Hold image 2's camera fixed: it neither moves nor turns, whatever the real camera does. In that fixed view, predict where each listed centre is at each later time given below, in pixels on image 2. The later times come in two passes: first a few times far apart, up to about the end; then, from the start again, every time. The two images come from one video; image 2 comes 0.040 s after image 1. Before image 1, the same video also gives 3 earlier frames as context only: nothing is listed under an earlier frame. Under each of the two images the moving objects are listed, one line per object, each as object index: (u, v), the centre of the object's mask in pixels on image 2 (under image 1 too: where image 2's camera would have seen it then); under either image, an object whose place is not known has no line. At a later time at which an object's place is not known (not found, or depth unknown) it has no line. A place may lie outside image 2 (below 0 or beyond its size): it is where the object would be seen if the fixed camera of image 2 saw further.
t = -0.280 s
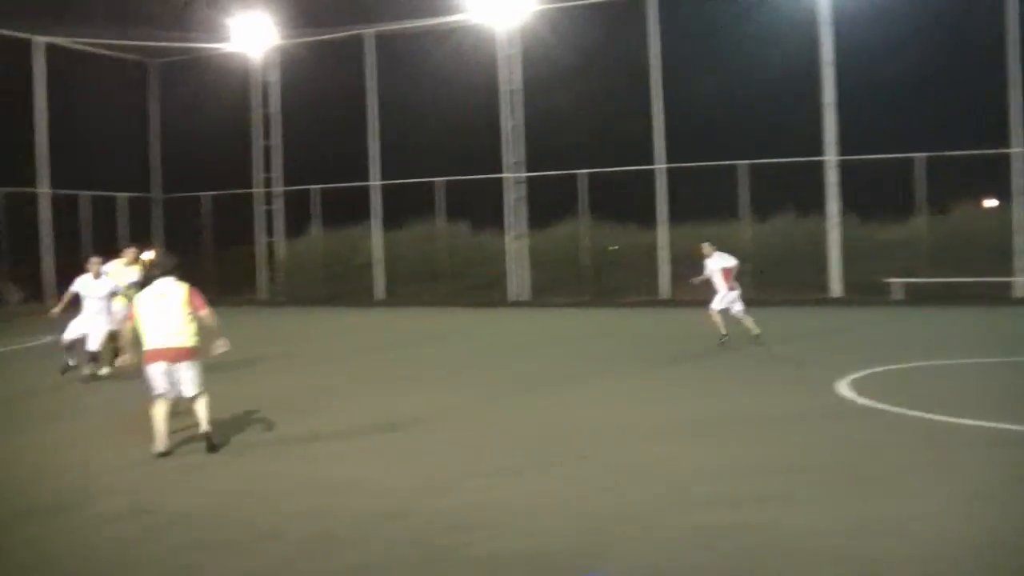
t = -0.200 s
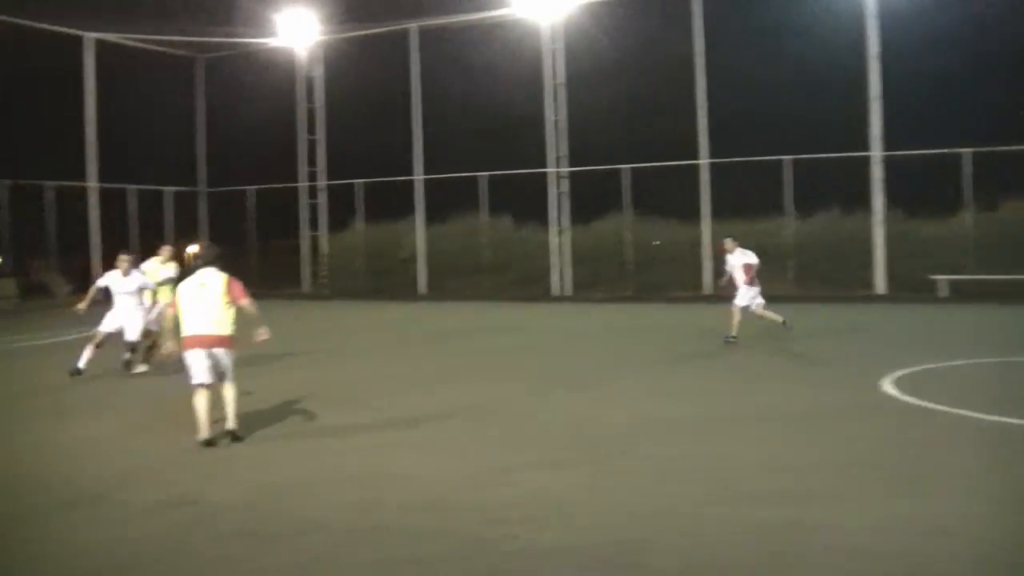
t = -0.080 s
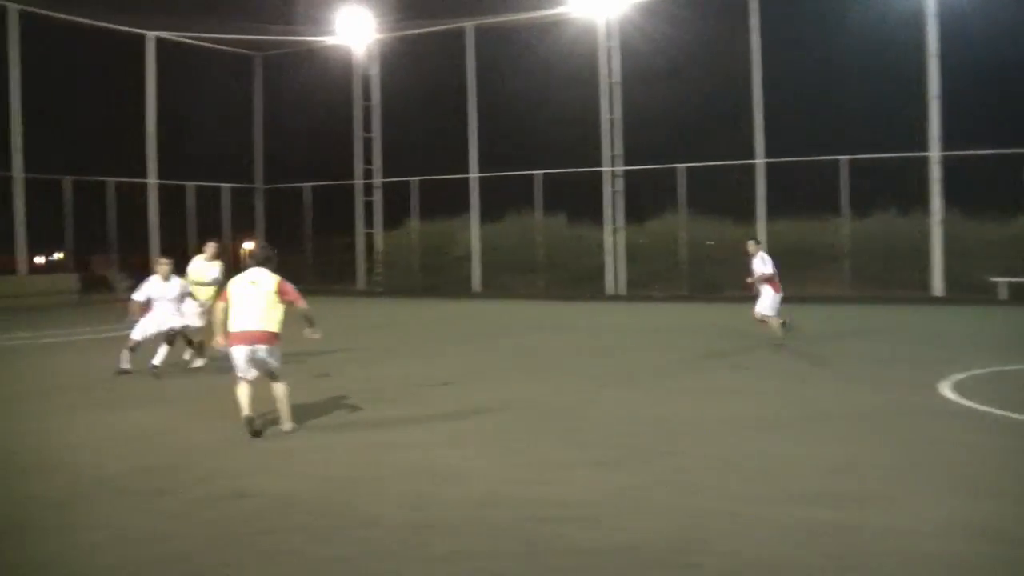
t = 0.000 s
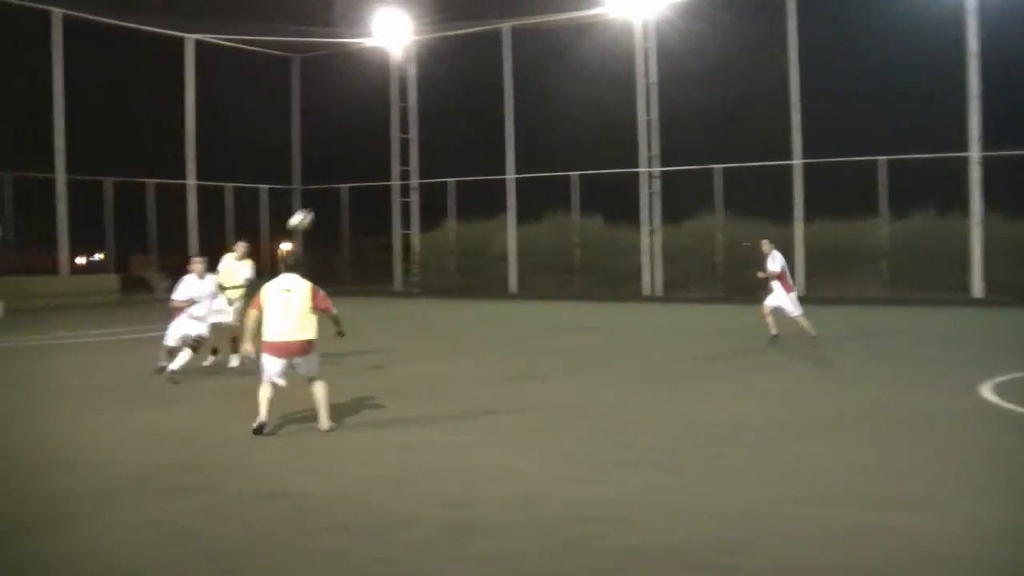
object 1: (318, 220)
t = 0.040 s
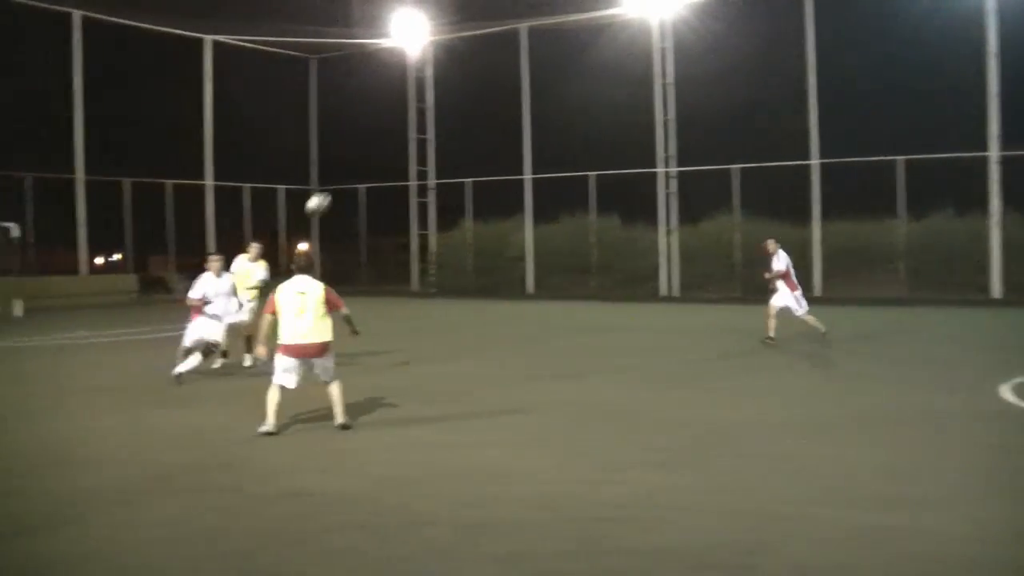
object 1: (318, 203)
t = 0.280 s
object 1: (322, 131)
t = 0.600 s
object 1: (323, 120)
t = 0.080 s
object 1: (318, 188)
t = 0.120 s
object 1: (319, 173)
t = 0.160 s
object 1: (320, 160)
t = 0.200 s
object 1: (320, 149)
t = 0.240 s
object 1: (321, 139)
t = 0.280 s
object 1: (322, 131)
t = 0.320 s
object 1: (322, 124)
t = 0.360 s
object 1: (322, 119)
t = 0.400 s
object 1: (323, 116)
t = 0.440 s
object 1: (323, 114)
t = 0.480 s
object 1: (323, 114)
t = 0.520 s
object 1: (323, 114)
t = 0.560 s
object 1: (323, 116)
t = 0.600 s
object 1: (323, 120)
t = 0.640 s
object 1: (323, 125)
